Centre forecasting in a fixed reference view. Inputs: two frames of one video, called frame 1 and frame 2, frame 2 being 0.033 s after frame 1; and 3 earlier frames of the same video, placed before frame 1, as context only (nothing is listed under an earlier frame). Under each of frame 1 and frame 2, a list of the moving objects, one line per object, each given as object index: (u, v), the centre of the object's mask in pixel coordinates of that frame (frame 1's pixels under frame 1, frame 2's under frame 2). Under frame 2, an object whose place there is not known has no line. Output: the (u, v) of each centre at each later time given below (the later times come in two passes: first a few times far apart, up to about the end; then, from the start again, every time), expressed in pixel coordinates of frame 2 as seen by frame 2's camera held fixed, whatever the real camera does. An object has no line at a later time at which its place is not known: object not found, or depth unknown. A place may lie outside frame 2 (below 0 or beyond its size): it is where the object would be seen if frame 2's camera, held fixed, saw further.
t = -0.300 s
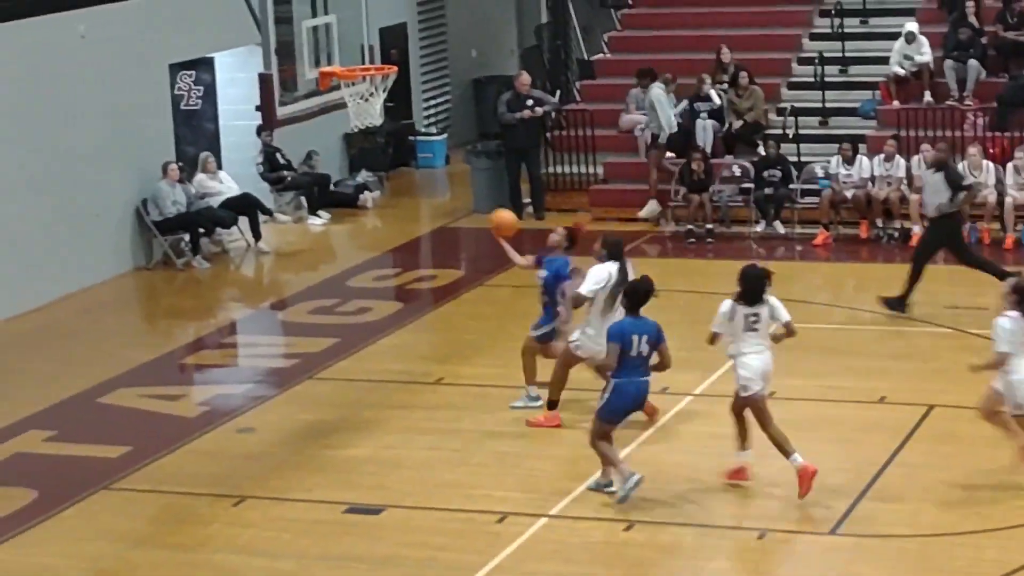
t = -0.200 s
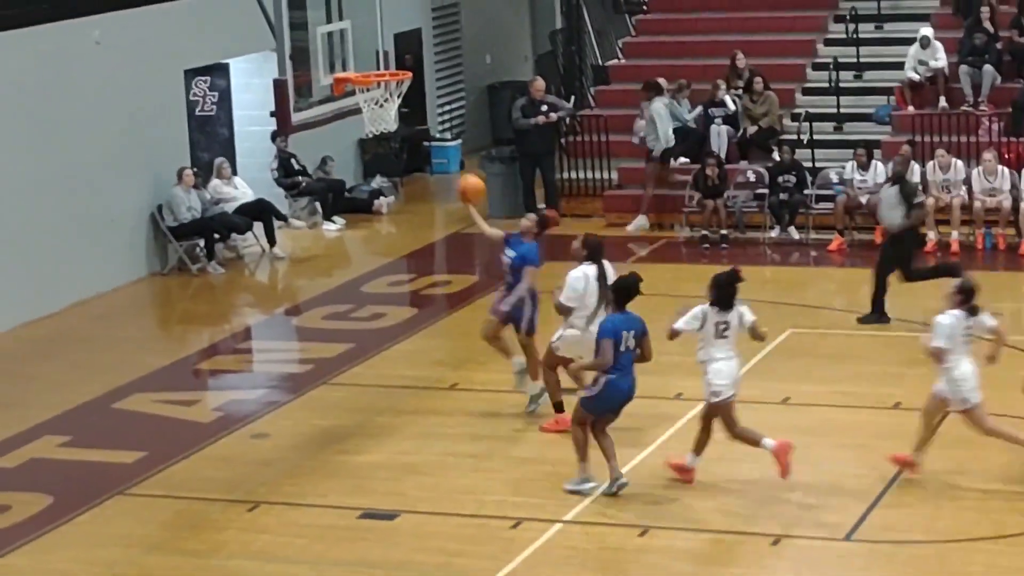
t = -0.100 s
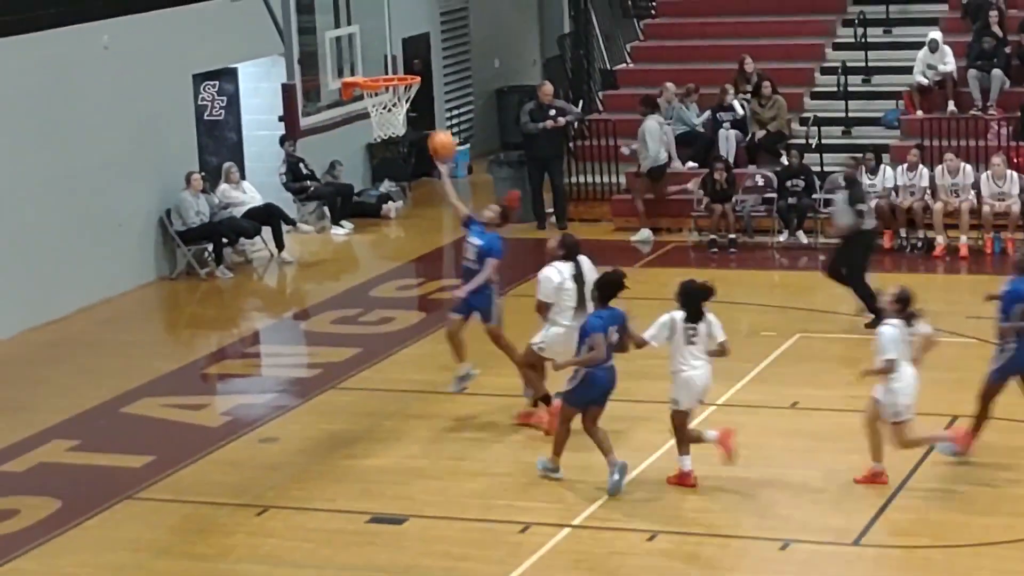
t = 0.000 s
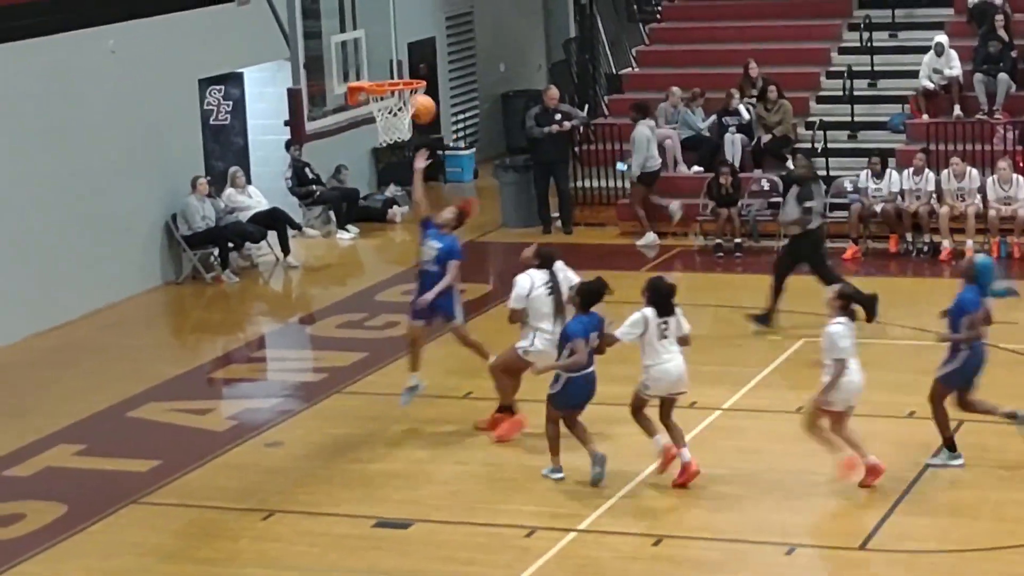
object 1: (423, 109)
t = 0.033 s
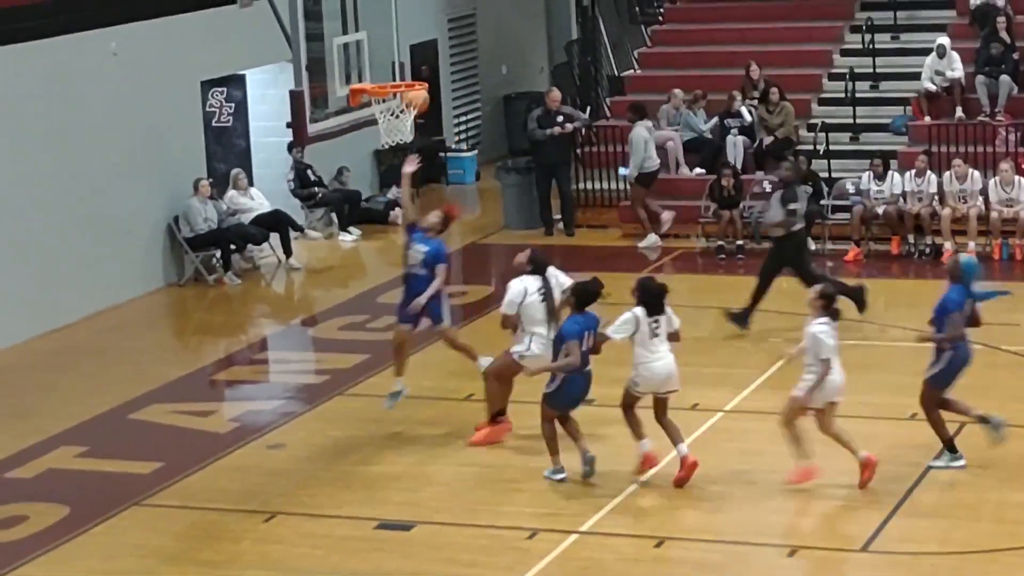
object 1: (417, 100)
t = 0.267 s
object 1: (385, 55)
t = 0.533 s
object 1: (394, 73)
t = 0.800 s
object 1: (396, 76)
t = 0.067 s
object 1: (405, 79)
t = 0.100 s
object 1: (396, 75)
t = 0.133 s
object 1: (388, 70)
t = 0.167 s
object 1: (383, 66)
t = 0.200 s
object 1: (384, 61)
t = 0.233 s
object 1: (384, 58)
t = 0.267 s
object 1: (385, 55)
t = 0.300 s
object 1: (386, 54)
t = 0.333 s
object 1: (387, 54)
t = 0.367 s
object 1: (389, 56)
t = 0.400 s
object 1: (390, 59)
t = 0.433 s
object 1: (390, 64)
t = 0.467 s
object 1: (392, 69)
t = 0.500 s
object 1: (394, 76)
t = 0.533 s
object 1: (394, 73)
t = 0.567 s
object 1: (394, 69)
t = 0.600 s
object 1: (394, 66)
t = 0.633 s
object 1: (394, 65)
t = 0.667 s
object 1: (394, 64)
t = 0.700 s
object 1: (394, 66)
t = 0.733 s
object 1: (395, 68)
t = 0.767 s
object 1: (395, 72)
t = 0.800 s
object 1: (396, 76)
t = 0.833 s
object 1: (396, 79)
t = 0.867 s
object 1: (398, 90)
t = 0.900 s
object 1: (398, 103)
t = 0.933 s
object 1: (398, 108)
